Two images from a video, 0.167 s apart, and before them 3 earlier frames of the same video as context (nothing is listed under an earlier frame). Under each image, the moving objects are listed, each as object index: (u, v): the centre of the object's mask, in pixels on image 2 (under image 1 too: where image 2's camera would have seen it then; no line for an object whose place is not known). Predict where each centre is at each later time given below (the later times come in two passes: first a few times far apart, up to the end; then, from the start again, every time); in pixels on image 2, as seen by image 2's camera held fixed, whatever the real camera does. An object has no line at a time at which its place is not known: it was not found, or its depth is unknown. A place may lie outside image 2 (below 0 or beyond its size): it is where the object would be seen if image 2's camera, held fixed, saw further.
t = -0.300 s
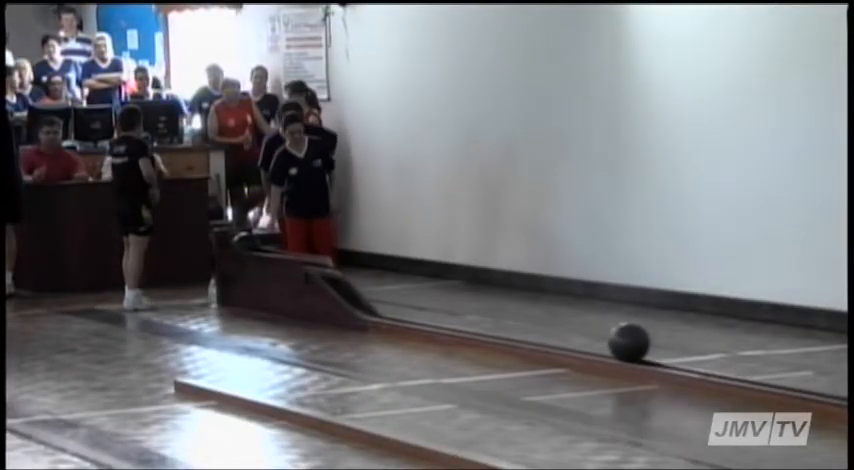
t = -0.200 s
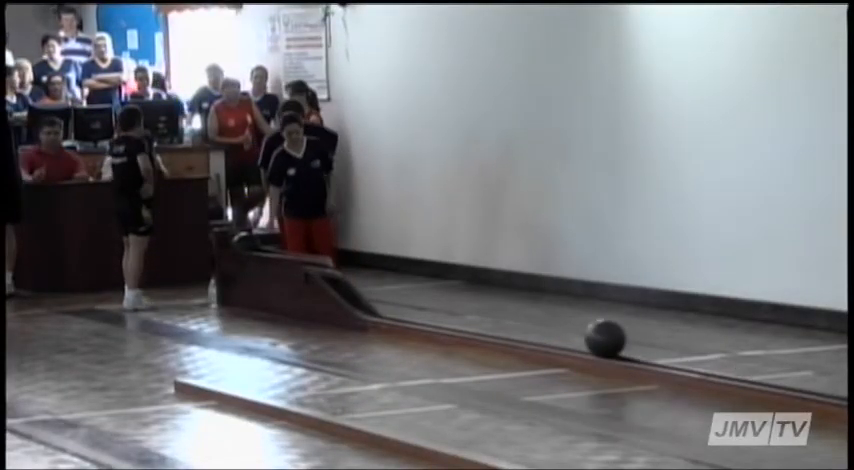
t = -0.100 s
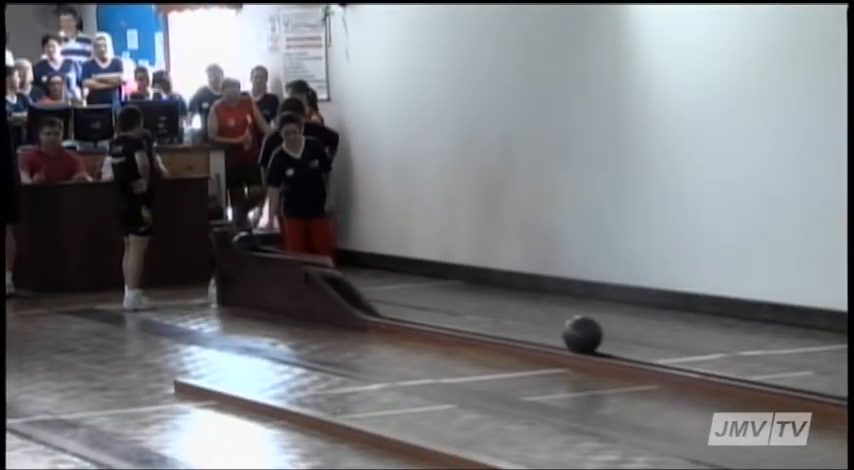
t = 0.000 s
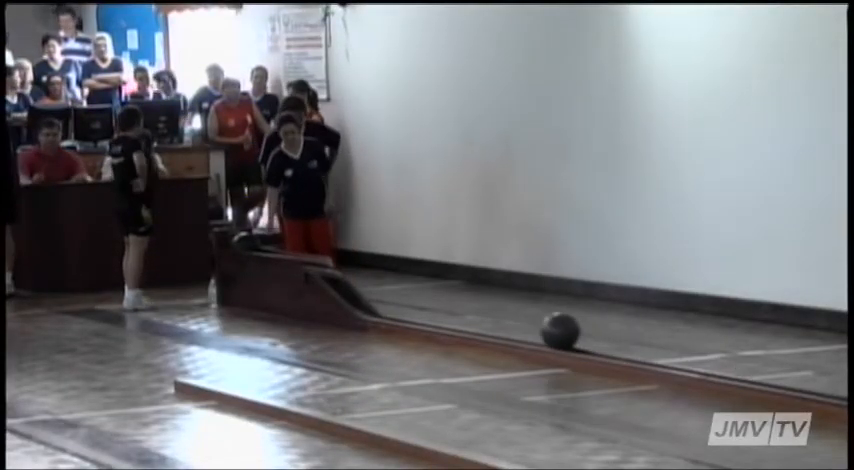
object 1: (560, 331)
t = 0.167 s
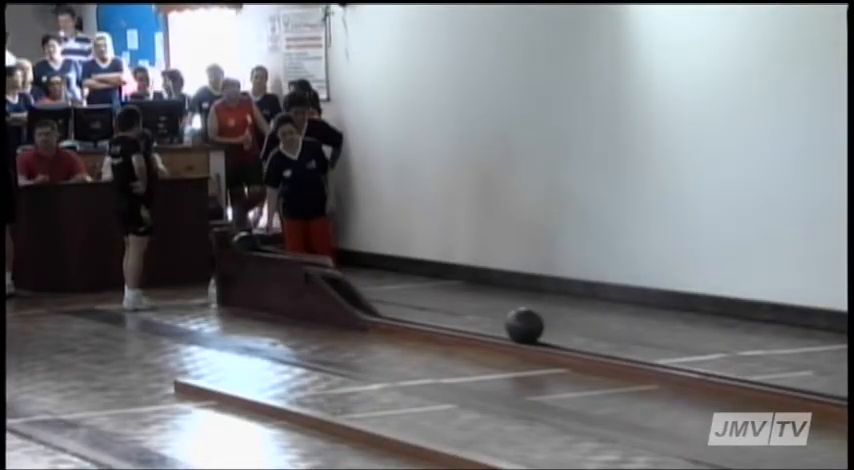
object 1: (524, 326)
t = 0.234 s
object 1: (511, 323)
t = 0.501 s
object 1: (460, 316)
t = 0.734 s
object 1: (418, 309)
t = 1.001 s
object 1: (375, 301)
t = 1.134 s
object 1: (354, 289)
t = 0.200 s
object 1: (518, 325)
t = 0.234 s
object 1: (511, 323)
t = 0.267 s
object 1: (504, 322)
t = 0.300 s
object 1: (497, 321)
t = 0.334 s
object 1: (491, 320)
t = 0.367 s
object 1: (485, 320)
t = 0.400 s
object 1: (478, 319)
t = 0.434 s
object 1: (472, 317)
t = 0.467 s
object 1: (465, 316)
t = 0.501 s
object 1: (460, 316)
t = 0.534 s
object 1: (454, 314)
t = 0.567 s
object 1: (447, 313)
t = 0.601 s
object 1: (441, 313)
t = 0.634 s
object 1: (435, 312)
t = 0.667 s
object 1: (429, 311)
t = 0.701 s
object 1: (424, 310)
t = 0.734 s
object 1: (418, 309)
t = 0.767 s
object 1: (412, 308)
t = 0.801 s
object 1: (407, 307)
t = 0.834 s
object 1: (401, 306)
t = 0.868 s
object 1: (396, 306)
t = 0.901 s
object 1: (391, 305)
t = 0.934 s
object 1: (386, 304)
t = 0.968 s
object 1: (381, 303)
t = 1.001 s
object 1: (375, 301)
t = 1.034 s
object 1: (369, 298)
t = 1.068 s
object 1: (363, 295)
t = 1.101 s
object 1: (359, 292)
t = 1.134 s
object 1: (354, 289)
